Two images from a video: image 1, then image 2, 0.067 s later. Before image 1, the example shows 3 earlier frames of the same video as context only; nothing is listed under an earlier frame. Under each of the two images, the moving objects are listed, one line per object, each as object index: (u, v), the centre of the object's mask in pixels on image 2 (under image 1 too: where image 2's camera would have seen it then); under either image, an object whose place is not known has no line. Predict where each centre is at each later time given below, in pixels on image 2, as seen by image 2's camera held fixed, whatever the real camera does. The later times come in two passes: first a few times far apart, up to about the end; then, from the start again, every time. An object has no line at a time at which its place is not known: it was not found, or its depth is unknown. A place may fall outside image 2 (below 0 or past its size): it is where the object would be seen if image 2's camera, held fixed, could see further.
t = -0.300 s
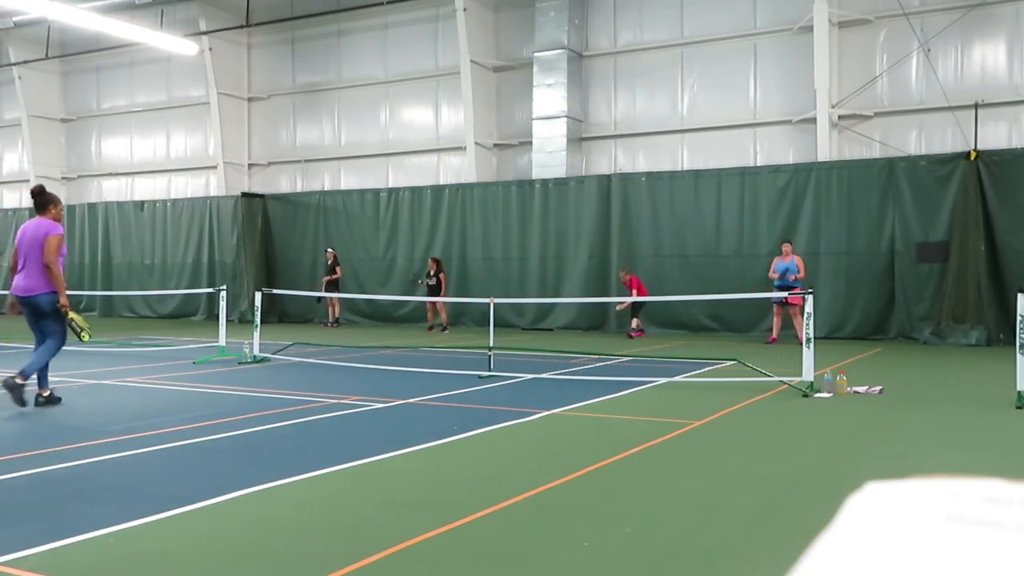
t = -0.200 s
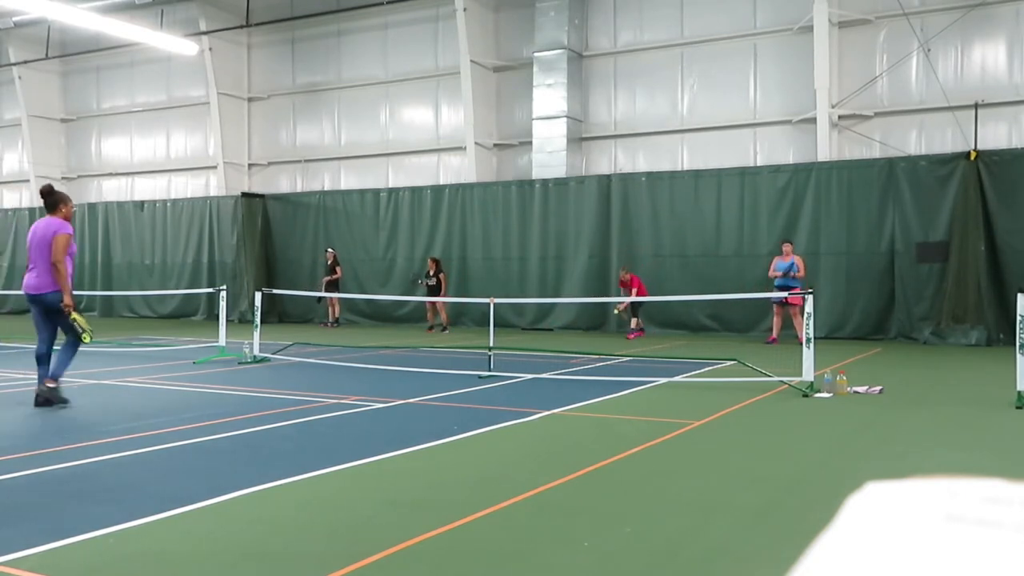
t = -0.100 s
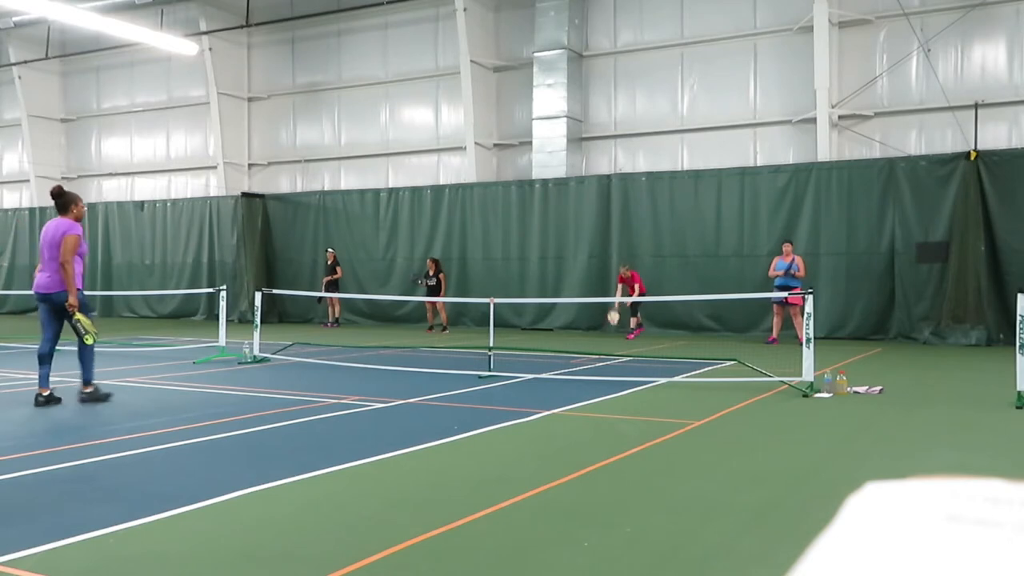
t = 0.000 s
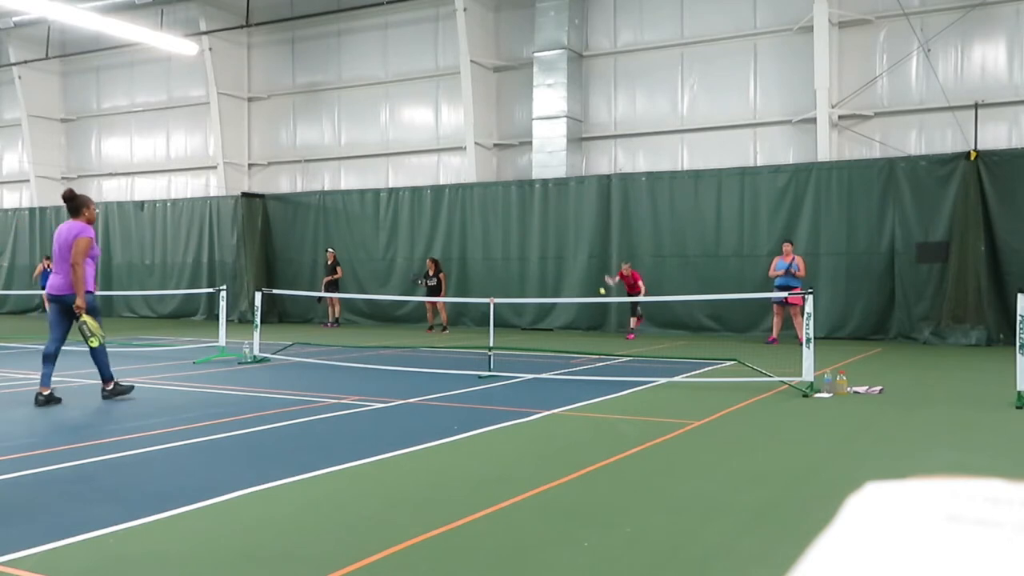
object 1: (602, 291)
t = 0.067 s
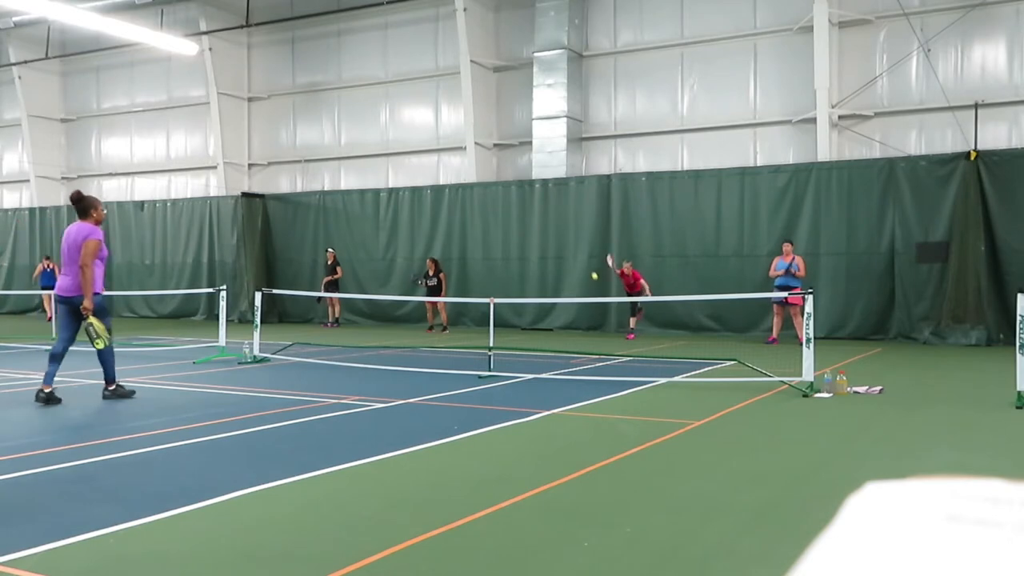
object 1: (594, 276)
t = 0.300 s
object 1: (561, 241)
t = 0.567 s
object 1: (503, 258)
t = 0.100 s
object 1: (590, 269)
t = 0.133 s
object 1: (586, 263)
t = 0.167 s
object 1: (581, 257)
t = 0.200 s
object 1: (576, 252)
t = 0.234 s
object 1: (571, 248)
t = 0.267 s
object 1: (566, 244)
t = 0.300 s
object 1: (561, 241)
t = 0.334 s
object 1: (555, 239)
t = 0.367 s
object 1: (549, 238)
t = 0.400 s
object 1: (543, 238)
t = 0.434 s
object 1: (536, 239)
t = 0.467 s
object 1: (528, 242)
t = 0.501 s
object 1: (521, 245)
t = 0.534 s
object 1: (512, 251)
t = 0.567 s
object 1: (503, 258)
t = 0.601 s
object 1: (494, 267)
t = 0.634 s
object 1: (484, 279)
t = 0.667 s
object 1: (473, 292)
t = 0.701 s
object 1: (461, 311)
